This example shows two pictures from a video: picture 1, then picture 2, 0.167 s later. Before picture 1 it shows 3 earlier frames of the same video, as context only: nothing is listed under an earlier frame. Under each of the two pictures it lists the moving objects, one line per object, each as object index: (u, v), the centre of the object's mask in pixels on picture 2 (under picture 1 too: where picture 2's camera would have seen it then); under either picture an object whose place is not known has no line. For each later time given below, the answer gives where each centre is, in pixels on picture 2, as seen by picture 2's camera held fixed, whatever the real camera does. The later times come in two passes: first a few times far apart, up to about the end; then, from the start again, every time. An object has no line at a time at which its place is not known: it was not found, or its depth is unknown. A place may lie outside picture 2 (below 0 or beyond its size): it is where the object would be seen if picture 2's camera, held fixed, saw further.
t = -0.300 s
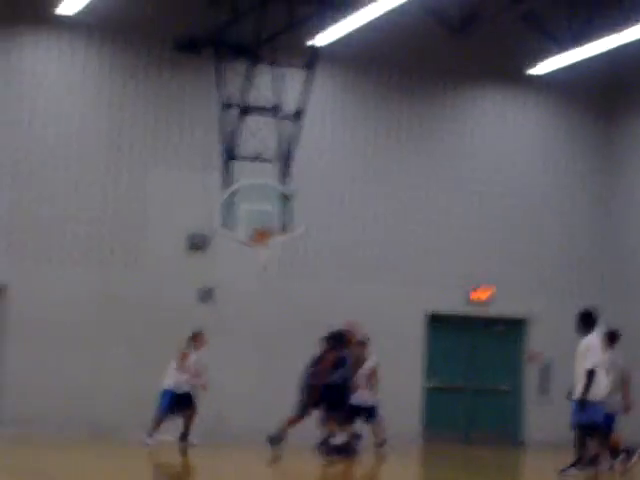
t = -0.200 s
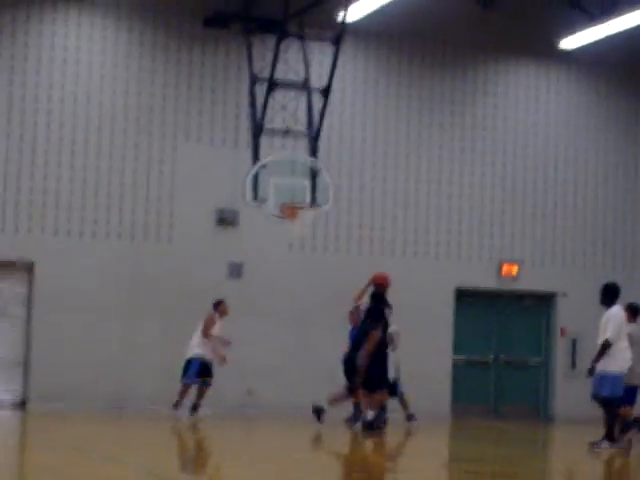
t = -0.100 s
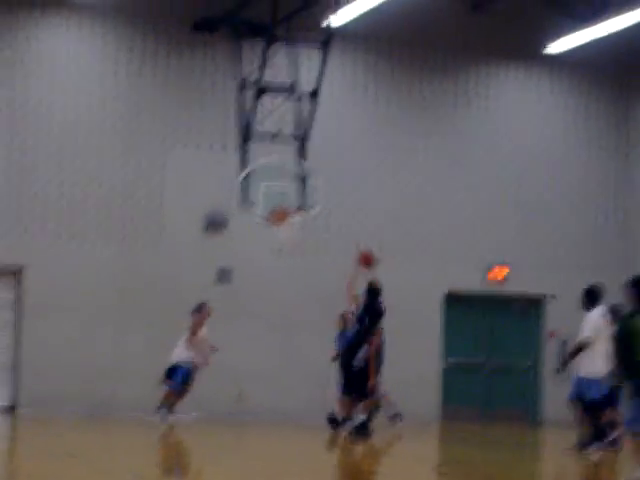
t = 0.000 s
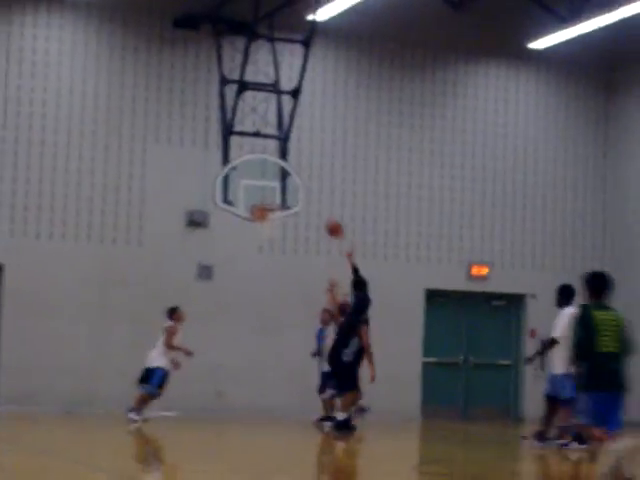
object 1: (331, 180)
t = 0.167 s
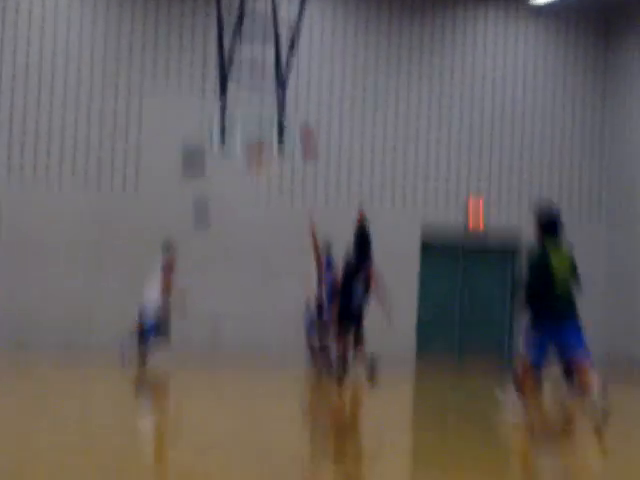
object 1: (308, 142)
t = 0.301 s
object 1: (288, 142)
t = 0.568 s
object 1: (261, 145)
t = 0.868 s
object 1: (259, 146)
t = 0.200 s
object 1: (303, 147)
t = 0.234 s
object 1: (296, 142)
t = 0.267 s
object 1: (294, 140)
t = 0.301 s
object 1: (288, 142)
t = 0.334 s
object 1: (286, 141)
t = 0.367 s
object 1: (279, 143)
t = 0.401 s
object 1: (275, 146)
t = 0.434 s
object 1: (271, 147)
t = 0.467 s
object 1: (265, 149)
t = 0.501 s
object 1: (262, 151)
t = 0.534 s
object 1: (261, 148)
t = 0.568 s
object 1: (261, 145)
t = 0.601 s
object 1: (260, 142)
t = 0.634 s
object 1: (260, 141)
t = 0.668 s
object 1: (260, 138)
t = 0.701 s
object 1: (260, 137)
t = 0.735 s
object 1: (260, 138)
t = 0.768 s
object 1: (260, 138)
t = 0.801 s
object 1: (260, 139)
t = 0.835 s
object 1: (259, 142)
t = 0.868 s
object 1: (259, 146)
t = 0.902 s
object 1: (259, 148)
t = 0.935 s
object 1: (258, 150)
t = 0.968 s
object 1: (258, 152)
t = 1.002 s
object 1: (256, 154)
